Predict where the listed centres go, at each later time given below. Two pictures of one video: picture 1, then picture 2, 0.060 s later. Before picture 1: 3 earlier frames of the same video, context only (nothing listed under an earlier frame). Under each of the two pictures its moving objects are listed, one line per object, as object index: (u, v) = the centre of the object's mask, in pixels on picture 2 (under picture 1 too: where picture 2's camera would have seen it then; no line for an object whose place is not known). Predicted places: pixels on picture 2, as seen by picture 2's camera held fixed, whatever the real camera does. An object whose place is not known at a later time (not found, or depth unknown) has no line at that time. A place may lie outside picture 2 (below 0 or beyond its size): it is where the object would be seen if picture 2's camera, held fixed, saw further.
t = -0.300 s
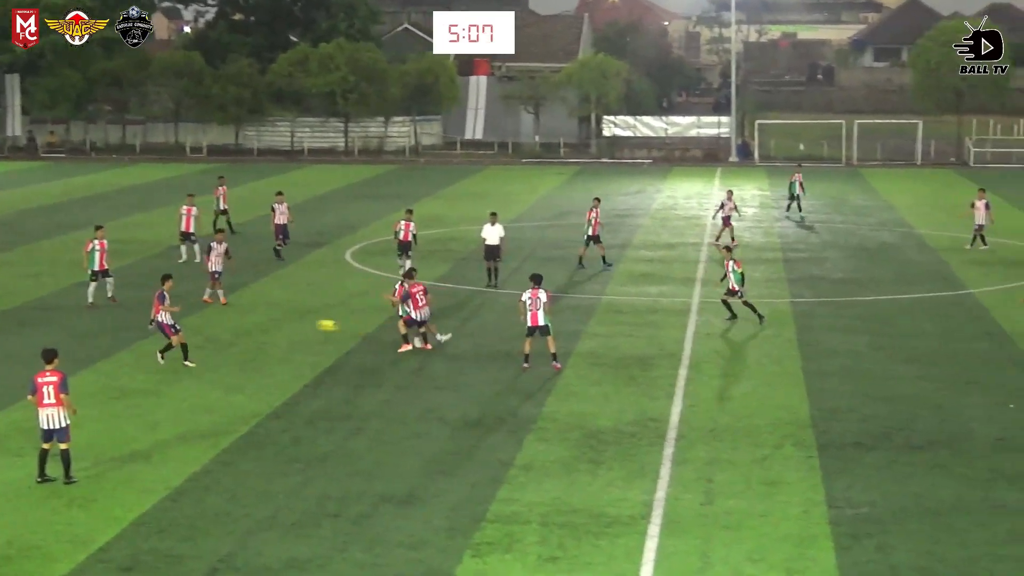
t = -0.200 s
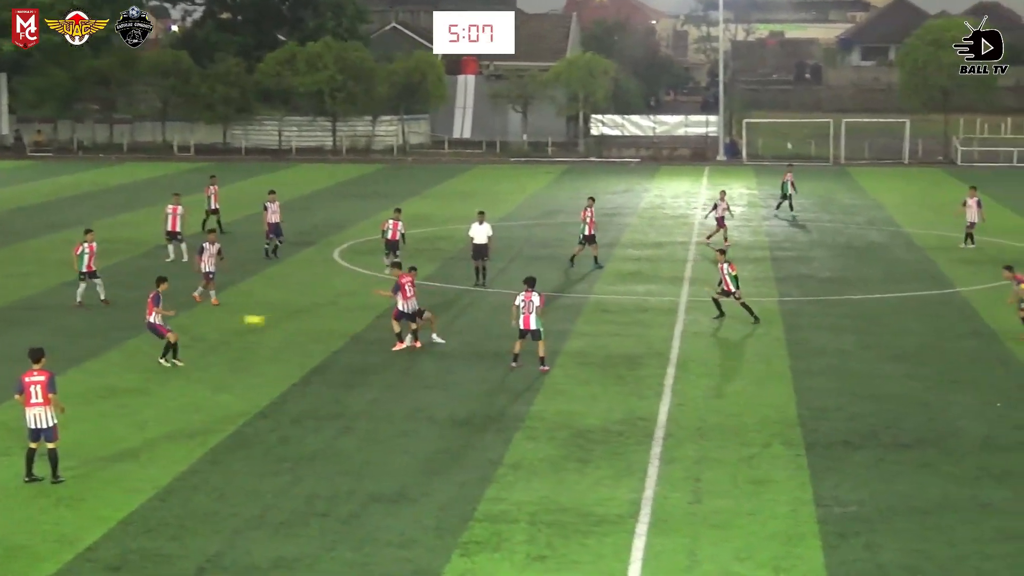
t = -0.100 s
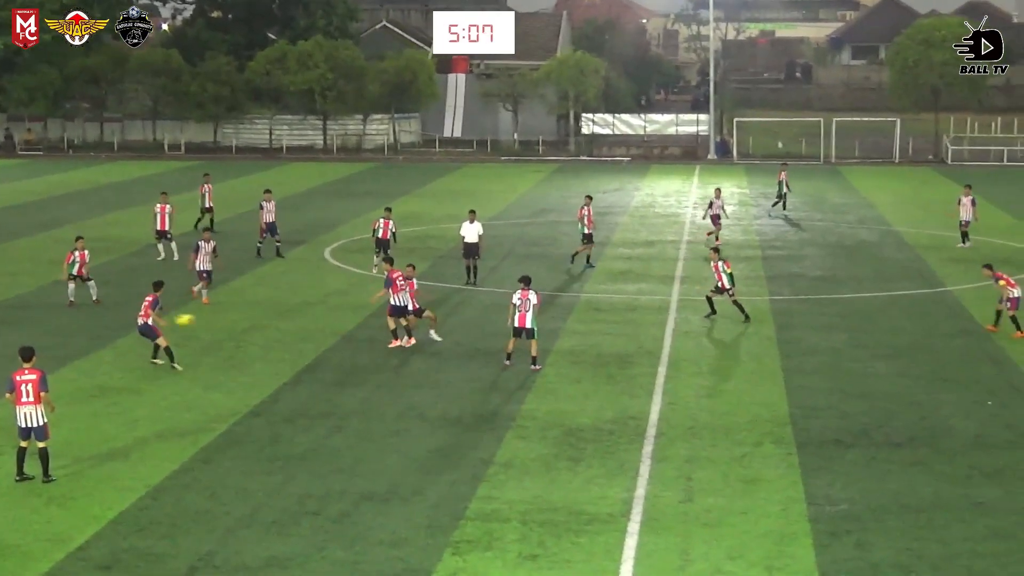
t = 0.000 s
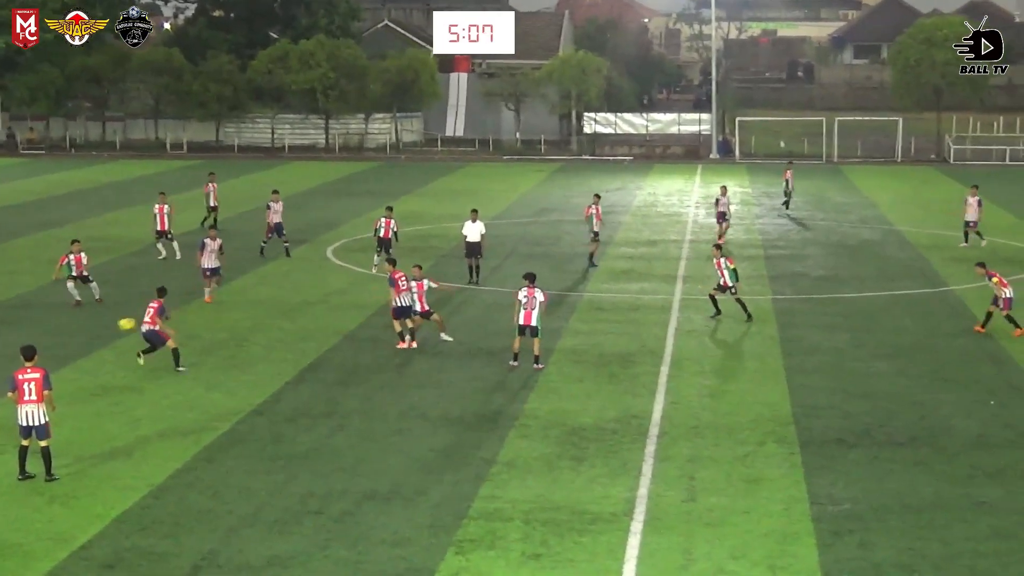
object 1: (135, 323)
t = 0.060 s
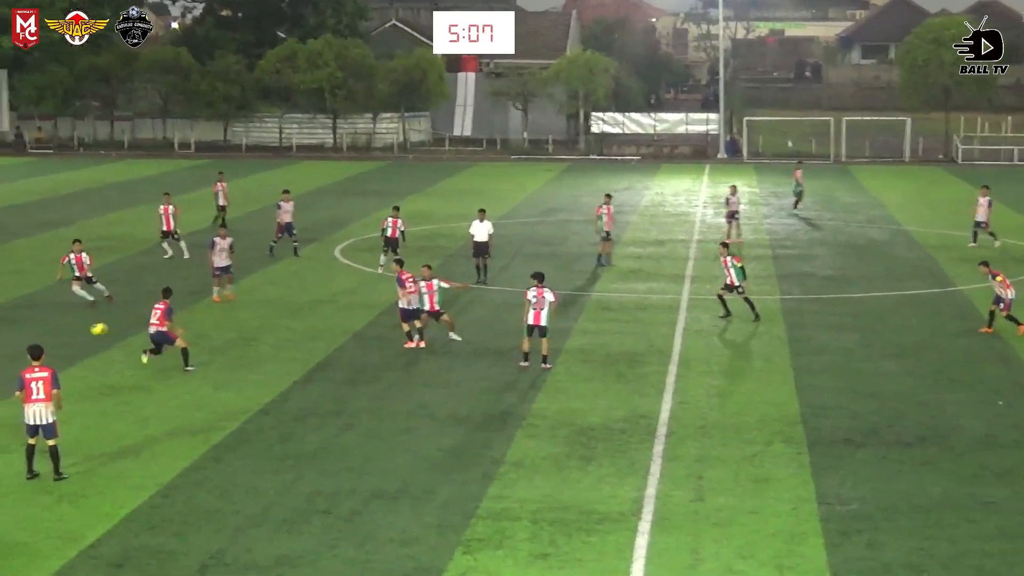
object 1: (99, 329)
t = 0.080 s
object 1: (87, 331)
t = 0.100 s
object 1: (75, 334)
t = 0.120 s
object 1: (62, 337)
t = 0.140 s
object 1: (49, 340)
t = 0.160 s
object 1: (38, 343)
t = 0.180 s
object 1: (27, 341)
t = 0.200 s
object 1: (17, 340)
